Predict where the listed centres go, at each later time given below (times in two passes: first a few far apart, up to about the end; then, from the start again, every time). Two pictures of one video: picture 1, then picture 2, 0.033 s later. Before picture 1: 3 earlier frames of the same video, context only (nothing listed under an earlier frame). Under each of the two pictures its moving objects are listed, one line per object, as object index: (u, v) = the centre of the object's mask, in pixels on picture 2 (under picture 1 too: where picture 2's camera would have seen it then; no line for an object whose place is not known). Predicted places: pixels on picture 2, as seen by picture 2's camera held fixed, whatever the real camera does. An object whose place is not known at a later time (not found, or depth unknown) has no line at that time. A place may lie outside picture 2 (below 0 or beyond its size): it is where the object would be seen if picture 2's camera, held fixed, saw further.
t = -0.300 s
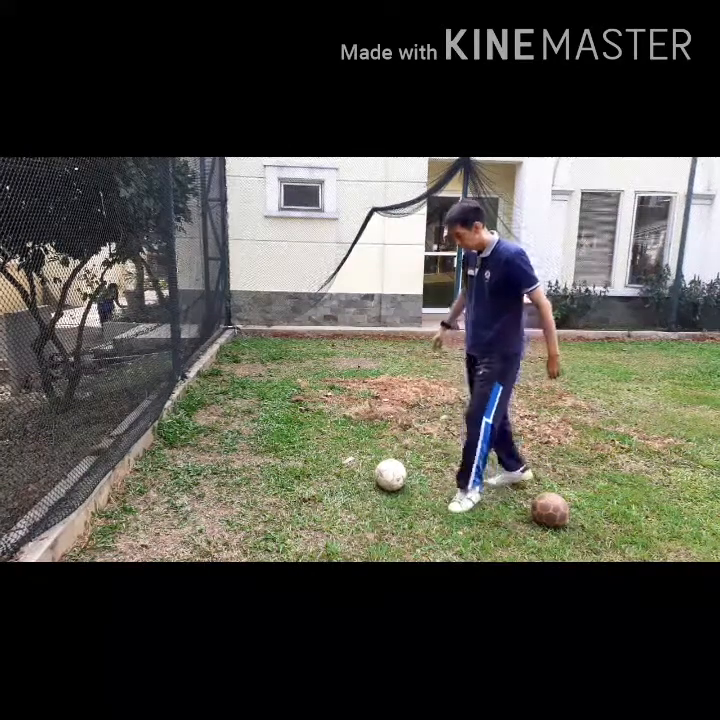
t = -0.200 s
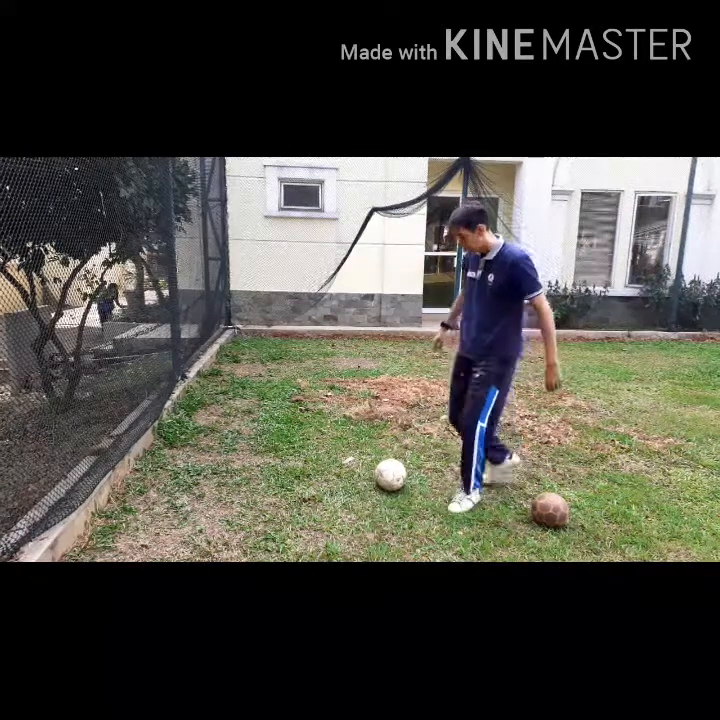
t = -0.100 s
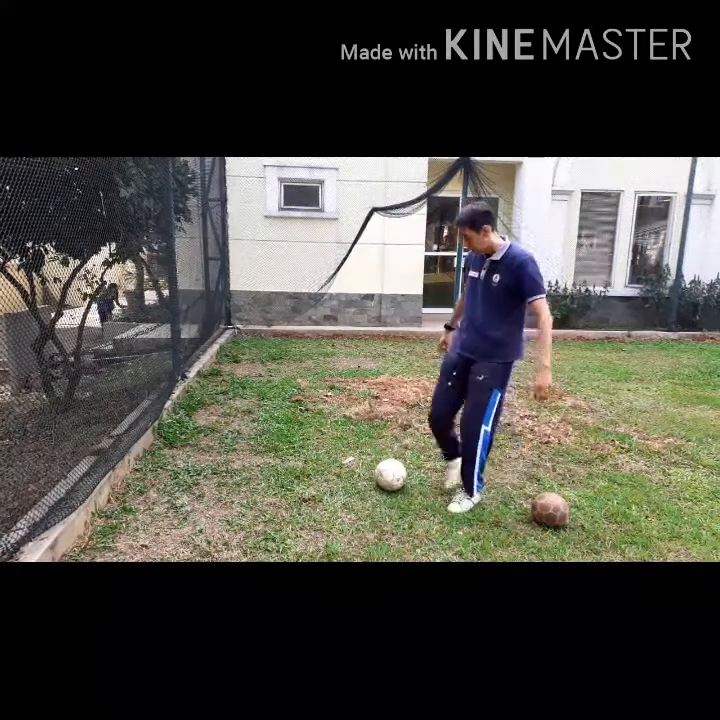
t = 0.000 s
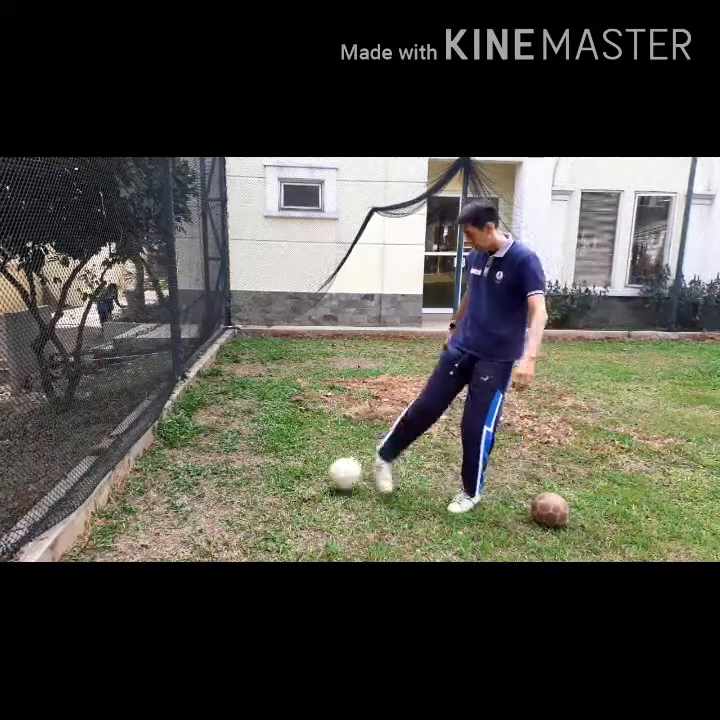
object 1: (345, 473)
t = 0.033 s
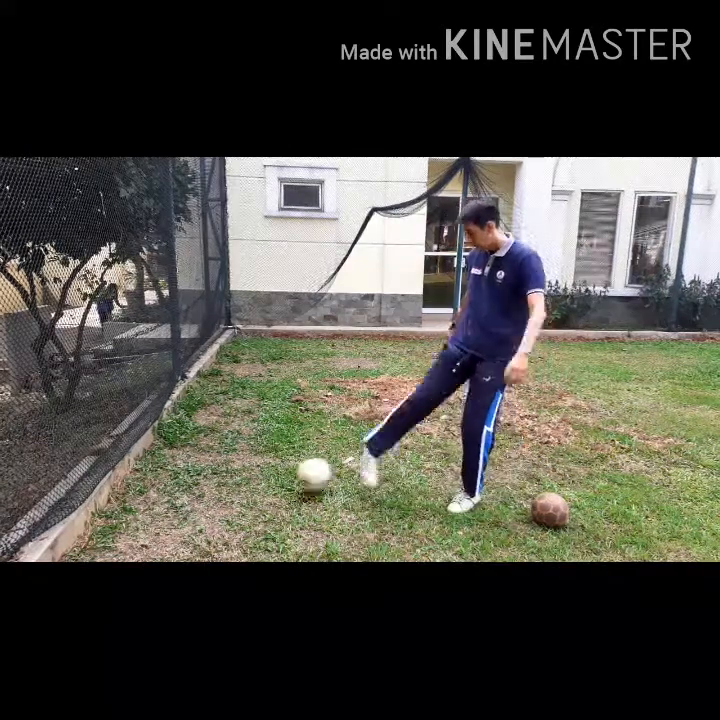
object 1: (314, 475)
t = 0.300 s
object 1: (130, 476)
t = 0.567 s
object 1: (220, 457)
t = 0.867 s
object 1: (293, 504)
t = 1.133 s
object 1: (314, 523)
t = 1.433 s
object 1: (328, 528)
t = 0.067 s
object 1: (282, 477)
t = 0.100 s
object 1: (249, 482)
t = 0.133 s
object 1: (216, 485)
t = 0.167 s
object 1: (186, 488)
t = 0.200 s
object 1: (155, 490)
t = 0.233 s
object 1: (126, 493)
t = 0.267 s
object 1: (122, 486)
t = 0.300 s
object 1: (130, 476)
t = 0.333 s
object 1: (143, 465)
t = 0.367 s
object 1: (154, 461)
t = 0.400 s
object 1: (163, 455)
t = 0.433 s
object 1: (173, 451)
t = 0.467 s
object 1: (185, 450)
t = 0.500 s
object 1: (196, 450)
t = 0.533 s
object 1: (208, 452)
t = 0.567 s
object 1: (220, 457)
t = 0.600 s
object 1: (232, 462)
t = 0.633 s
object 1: (243, 468)
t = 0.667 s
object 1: (256, 478)
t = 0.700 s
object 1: (269, 492)
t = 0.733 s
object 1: (278, 505)
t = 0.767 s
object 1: (284, 507)
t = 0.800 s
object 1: (287, 505)
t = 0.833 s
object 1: (289, 504)
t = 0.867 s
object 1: (293, 504)
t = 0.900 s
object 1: (295, 506)
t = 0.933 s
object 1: (298, 510)
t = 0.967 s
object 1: (301, 516)
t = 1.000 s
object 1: (303, 516)
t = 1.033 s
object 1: (306, 518)
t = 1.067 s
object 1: (309, 521)
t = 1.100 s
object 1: (311, 521)
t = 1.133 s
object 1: (314, 523)
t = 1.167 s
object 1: (316, 524)
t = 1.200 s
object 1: (319, 525)
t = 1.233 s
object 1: (322, 526)
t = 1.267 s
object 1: (324, 527)
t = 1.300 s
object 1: (324, 526)
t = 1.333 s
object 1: (325, 526)
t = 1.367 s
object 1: (326, 527)
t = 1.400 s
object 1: (327, 528)
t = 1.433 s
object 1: (328, 528)
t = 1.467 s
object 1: (328, 528)
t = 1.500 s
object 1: (328, 528)
